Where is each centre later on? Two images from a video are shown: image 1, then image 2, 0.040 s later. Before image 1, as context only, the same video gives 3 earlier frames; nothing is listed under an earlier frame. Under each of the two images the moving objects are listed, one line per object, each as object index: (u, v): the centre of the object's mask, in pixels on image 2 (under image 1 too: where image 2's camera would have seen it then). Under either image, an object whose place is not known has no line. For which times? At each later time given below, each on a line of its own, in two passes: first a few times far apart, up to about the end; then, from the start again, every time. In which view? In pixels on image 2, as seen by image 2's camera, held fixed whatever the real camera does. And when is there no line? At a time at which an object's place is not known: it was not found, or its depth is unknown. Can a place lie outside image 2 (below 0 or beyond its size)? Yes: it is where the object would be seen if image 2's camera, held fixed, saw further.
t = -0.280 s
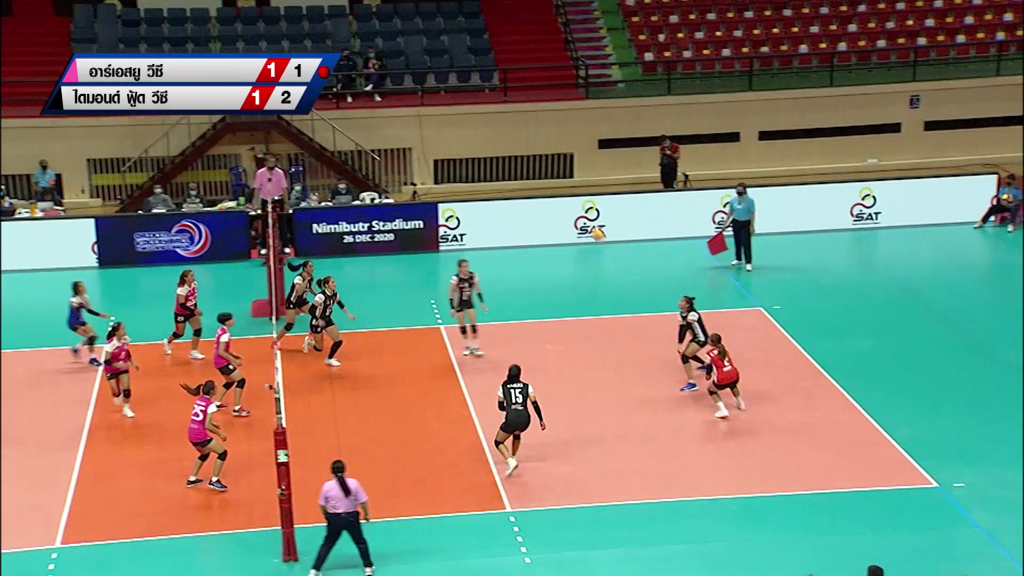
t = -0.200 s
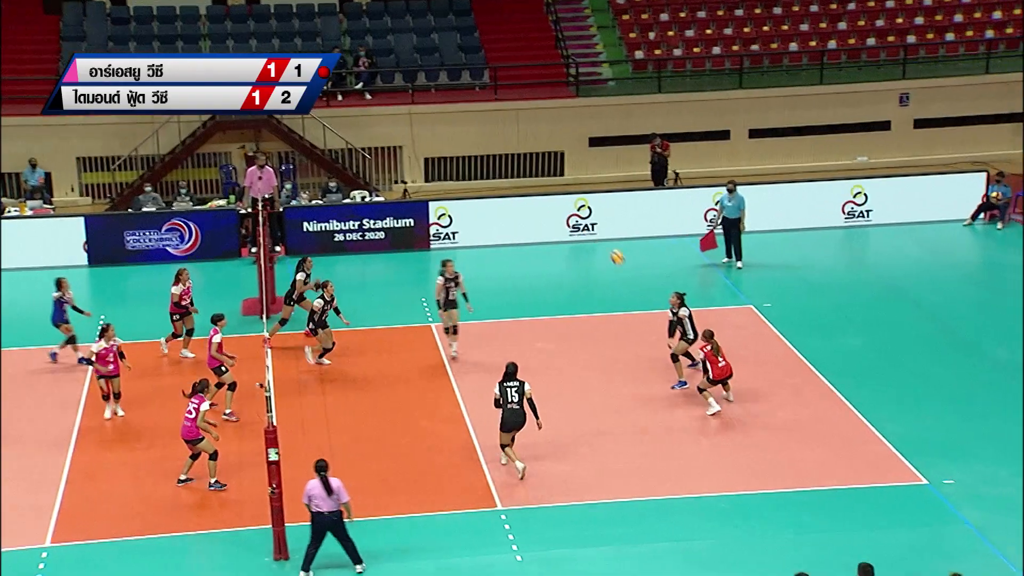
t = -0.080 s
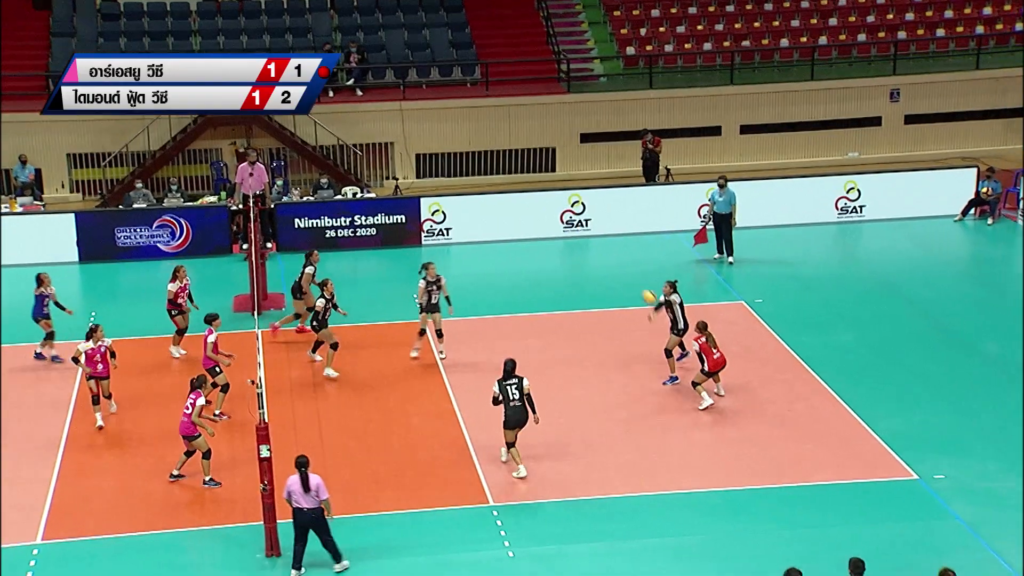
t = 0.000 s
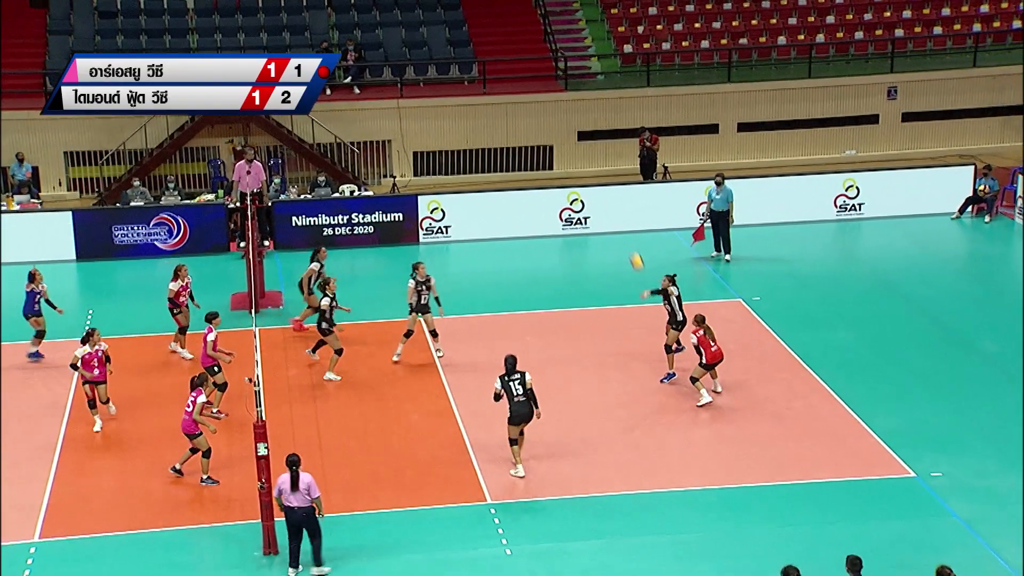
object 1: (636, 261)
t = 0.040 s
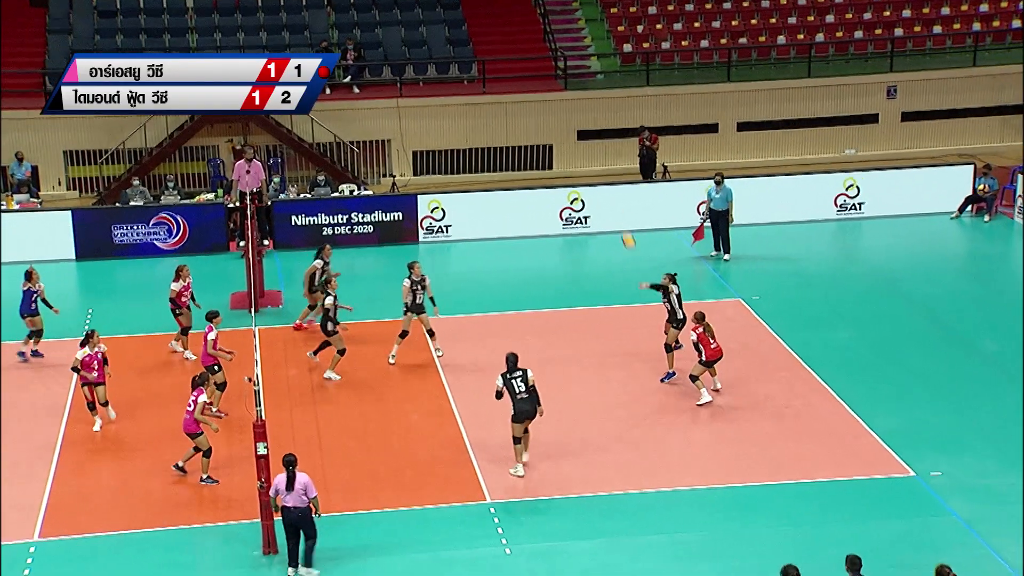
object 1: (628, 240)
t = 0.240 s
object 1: (586, 149)
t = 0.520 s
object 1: (531, 66)
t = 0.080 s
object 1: (620, 220)
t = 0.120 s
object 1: (612, 201)
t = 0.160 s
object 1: (603, 182)
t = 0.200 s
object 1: (594, 164)
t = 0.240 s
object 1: (586, 149)
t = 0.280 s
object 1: (578, 135)
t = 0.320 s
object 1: (570, 120)
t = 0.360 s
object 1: (562, 107)
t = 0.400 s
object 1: (554, 95)
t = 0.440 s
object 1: (547, 85)
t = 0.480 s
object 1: (539, 75)
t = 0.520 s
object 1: (531, 66)
